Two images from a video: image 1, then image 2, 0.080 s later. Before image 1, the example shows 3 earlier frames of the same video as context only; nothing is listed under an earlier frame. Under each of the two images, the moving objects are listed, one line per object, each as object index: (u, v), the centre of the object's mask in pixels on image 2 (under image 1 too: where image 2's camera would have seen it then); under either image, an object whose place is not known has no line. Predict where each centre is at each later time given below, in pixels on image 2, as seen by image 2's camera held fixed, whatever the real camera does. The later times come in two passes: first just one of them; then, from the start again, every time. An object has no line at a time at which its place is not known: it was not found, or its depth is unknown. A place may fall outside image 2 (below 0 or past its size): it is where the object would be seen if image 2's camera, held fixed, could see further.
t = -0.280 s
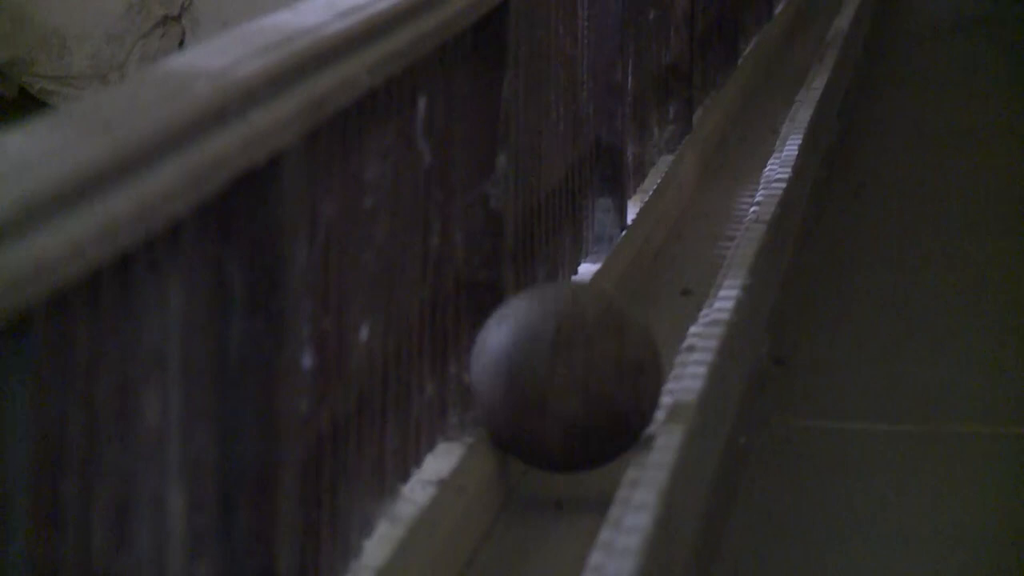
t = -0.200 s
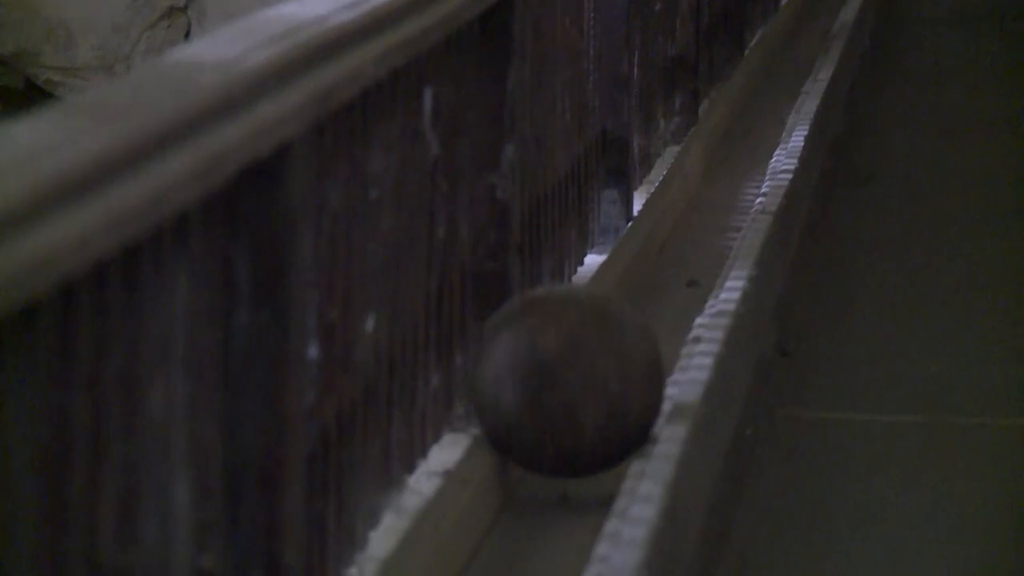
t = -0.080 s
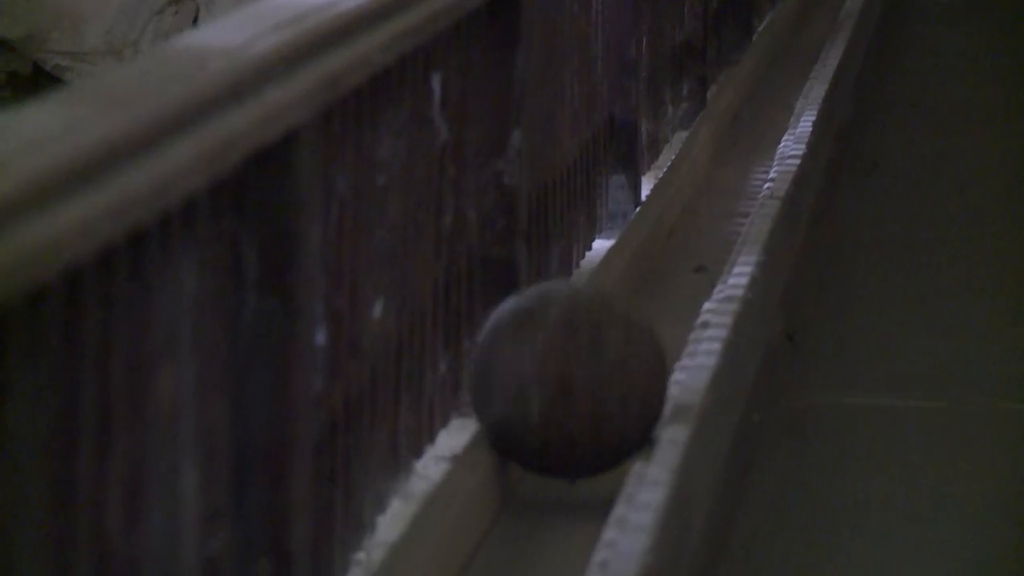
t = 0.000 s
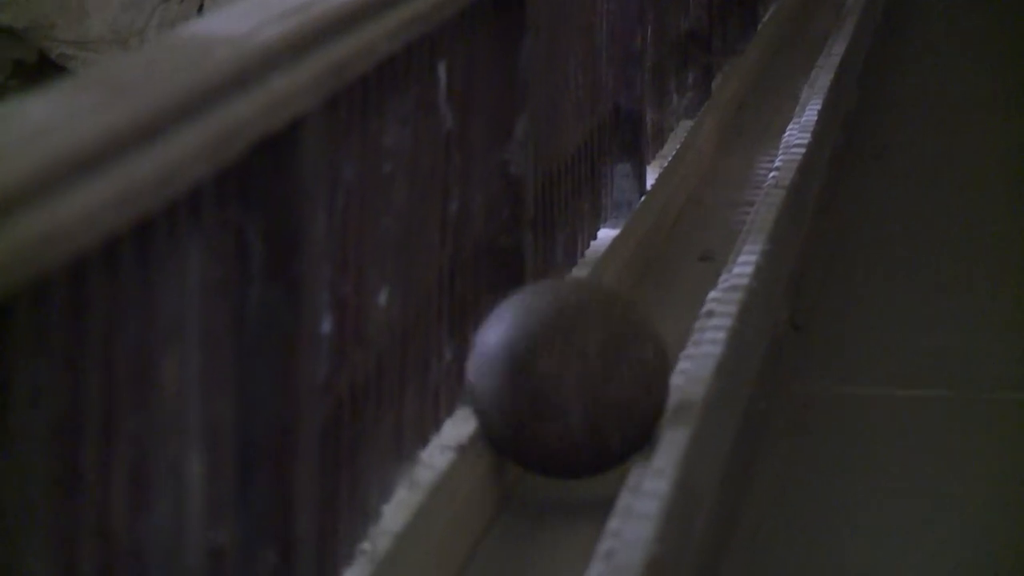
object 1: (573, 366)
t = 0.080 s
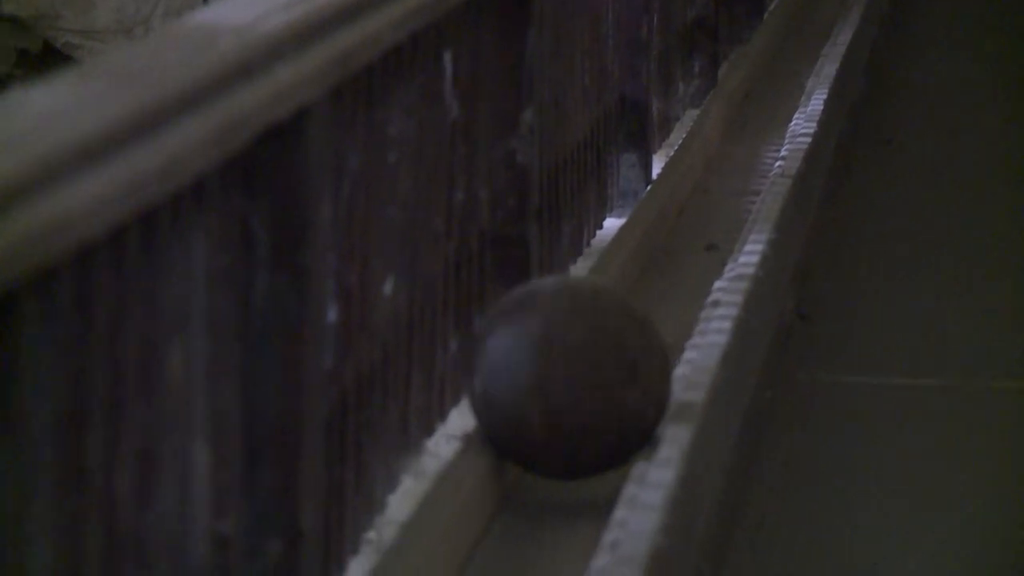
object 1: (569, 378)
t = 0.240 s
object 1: (559, 393)
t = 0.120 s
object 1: (565, 382)
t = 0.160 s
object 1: (562, 384)
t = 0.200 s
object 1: (560, 388)
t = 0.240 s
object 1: (559, 393)
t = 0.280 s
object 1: (556, 397)
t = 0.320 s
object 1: (553, 403)
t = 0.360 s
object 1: (550, 406)
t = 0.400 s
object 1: (550, 412)
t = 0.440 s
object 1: (545, 417)
